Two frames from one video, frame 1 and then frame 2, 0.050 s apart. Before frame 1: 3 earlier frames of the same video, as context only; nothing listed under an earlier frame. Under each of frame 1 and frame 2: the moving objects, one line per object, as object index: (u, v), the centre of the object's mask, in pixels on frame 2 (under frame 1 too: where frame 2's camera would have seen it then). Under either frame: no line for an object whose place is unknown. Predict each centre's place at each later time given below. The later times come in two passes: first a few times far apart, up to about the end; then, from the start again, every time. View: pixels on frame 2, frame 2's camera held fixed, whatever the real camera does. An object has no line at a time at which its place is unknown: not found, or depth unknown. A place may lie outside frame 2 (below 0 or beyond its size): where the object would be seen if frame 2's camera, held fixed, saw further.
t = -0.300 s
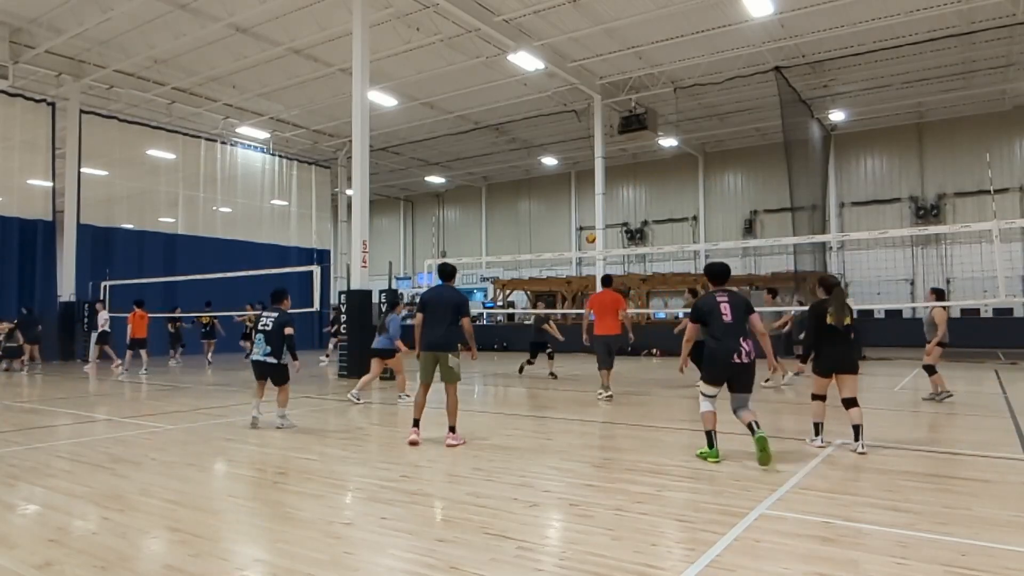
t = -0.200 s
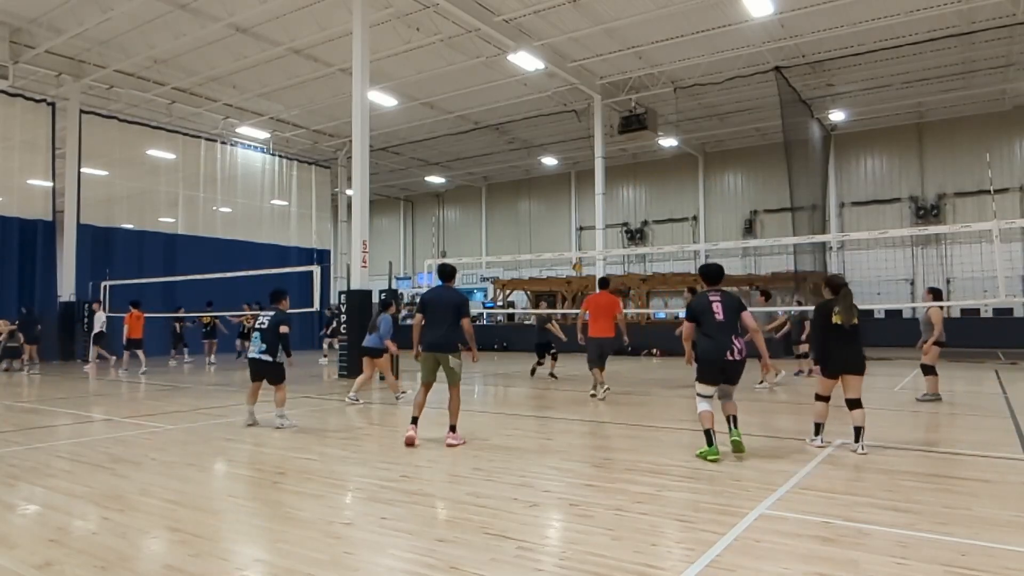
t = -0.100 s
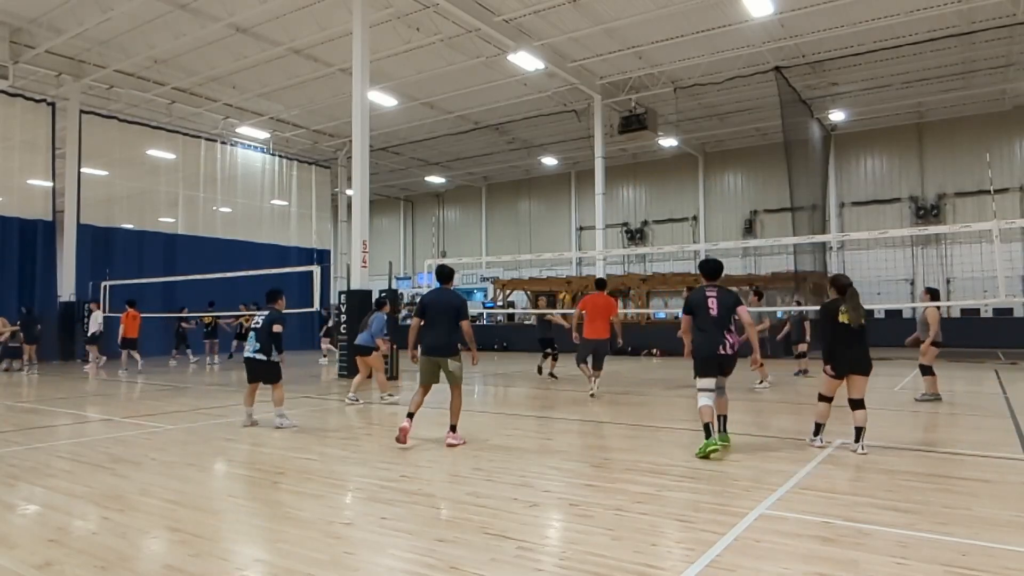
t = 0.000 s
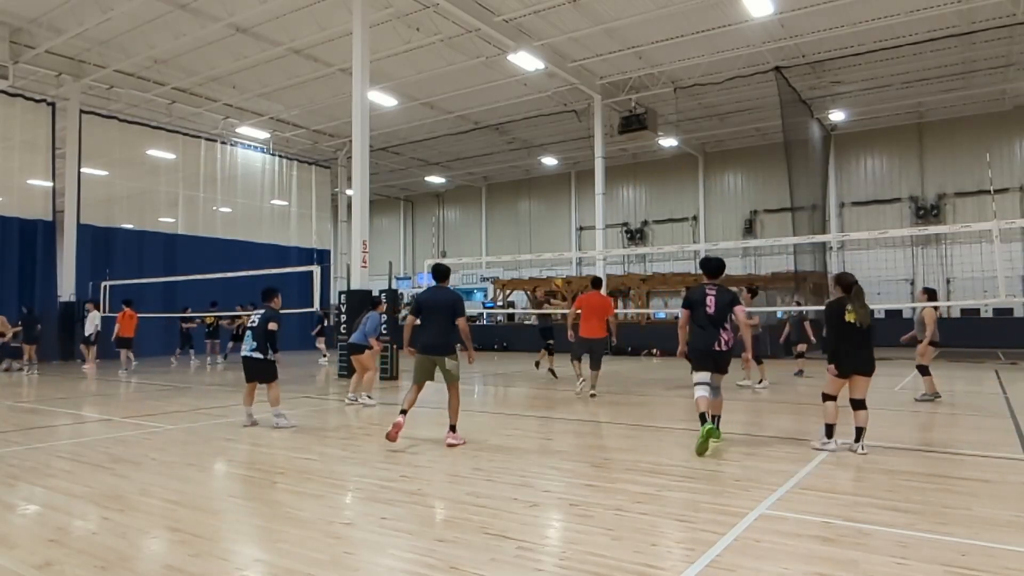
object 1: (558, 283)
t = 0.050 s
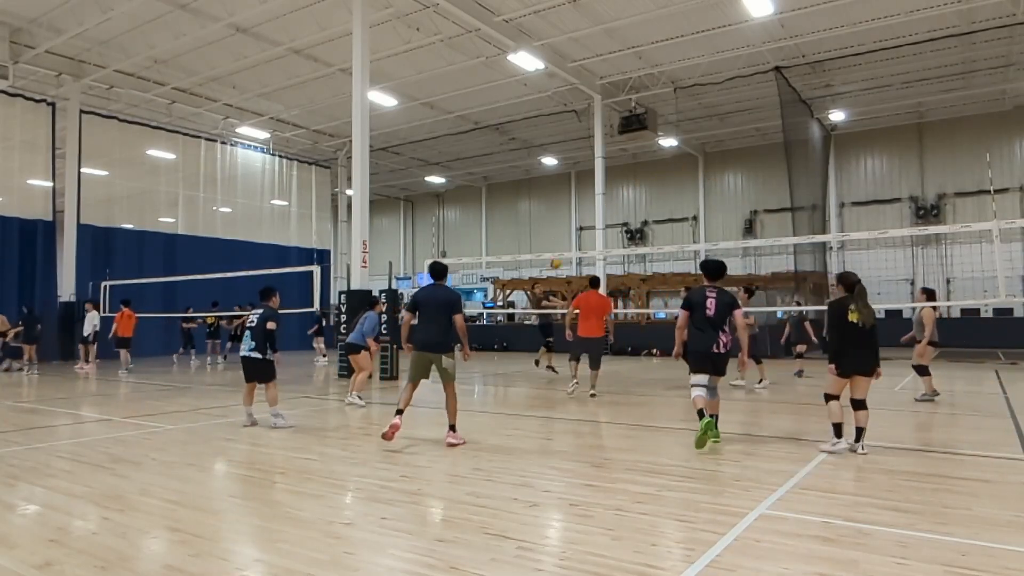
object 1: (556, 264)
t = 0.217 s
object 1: (548, 204)
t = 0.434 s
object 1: (537, 146)
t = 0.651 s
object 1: (525, 109)
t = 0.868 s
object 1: (511, 97)
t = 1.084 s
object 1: (495, 119)
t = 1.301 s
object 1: (478, 179)
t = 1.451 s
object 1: (468, 250)
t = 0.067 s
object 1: (555, 261)
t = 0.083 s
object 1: (554, 249)
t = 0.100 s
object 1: (554, 245)
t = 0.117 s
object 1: (553, 239)
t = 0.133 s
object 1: (552, 233)
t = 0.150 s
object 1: (551, 227)
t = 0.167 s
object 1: (550, 221)
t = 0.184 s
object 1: (550, 216)
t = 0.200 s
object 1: (549, 210)
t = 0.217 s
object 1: (548, 204)
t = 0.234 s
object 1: (548, 200)
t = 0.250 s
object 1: (547, 195)
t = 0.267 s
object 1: (546, 190)
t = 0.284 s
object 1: (545, 185)
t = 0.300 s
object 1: (544, 180)
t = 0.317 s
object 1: (543, 175)
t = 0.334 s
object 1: (542, 170)
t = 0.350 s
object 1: (541, 167)
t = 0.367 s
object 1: (540, 161)
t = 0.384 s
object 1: (540, 157)
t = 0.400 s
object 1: (539, 153)
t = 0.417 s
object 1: (538, 150)
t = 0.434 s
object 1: (537, 146)
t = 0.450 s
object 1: (537, 142)
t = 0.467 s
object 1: (536, 138)
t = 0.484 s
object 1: (535, 134)
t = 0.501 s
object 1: (533, 131)
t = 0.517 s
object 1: (532, 128)
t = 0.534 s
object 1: (532, 125)
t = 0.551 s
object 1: (531, 123)
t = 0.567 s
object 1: (530, 120)
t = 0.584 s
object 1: (529, 117)
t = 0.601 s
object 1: (528, 115)
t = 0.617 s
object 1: (527, 113)
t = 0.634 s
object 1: (526, 110)
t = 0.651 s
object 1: (525, 109)
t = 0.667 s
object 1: (523, 107)
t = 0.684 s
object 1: (523, 105)
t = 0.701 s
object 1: (522, 103)
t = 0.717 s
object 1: (521, 102)
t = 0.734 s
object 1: (519, 101)
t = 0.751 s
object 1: (519, 99)
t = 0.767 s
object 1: (518, 98)
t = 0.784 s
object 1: (516, 98)
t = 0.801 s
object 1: (515, 98)
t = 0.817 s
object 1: (514, 97)
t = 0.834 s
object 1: (513, 97)
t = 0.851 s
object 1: (512, 97)
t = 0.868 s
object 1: (511, 97)
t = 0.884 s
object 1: (510, 97)
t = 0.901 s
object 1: (509, 98)
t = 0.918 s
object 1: (507, 99)
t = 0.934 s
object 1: (506, 100)
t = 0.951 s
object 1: (505, 101)
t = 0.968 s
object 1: (503, 103)
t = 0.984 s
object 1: (502, 105)
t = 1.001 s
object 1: (501, 107)
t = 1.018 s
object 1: (500, 109)
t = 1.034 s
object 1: (499, 111)
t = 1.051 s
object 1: (497, 114)
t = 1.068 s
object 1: (496, 116)
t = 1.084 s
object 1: (495, 119)
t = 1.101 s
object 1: (494, 121)
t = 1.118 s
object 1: (493, 125)
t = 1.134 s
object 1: (491, 129)
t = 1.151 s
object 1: (490, 133)
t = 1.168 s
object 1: (490, 136)
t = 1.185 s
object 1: (488, 140)
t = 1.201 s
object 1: (486, 145)
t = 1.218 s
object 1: (485, 150)
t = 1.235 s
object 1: (484, 155)
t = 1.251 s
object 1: (482, 161)
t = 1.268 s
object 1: (481, 166)
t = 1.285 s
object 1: (480, 173)
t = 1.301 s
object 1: (478, 179)
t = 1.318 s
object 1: (477, 186)
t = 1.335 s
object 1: (477, 193)
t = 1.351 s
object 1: (475, 199)
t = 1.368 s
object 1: (473, 207)
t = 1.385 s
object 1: (473, 215)
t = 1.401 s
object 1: (471, 224)
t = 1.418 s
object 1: (470, 233)
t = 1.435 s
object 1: (468, 242)
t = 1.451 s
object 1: (468, 250)
